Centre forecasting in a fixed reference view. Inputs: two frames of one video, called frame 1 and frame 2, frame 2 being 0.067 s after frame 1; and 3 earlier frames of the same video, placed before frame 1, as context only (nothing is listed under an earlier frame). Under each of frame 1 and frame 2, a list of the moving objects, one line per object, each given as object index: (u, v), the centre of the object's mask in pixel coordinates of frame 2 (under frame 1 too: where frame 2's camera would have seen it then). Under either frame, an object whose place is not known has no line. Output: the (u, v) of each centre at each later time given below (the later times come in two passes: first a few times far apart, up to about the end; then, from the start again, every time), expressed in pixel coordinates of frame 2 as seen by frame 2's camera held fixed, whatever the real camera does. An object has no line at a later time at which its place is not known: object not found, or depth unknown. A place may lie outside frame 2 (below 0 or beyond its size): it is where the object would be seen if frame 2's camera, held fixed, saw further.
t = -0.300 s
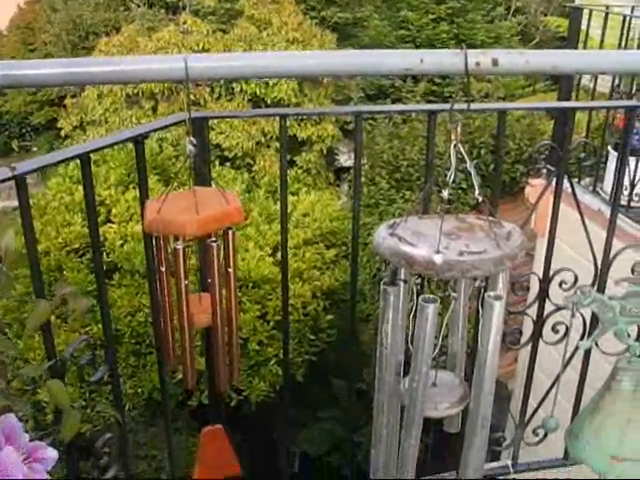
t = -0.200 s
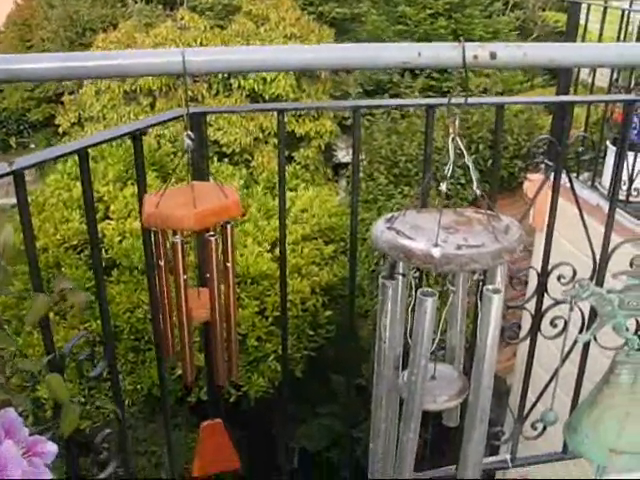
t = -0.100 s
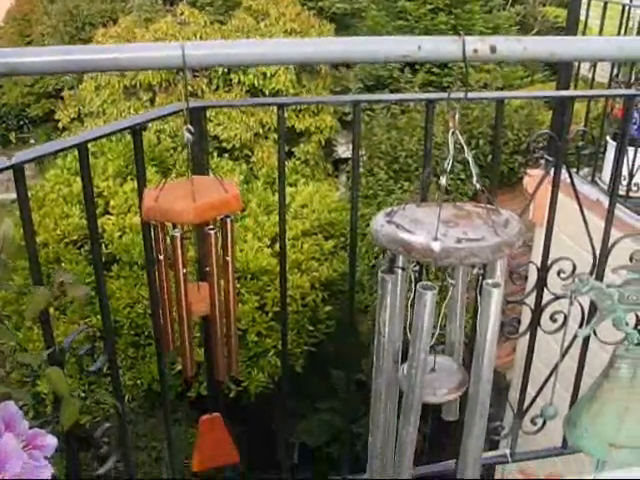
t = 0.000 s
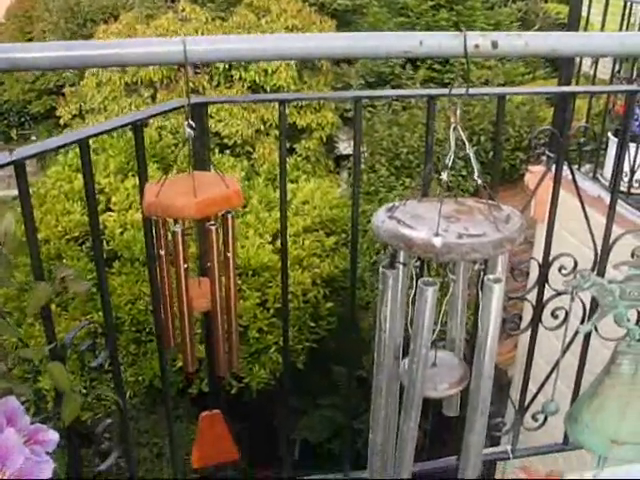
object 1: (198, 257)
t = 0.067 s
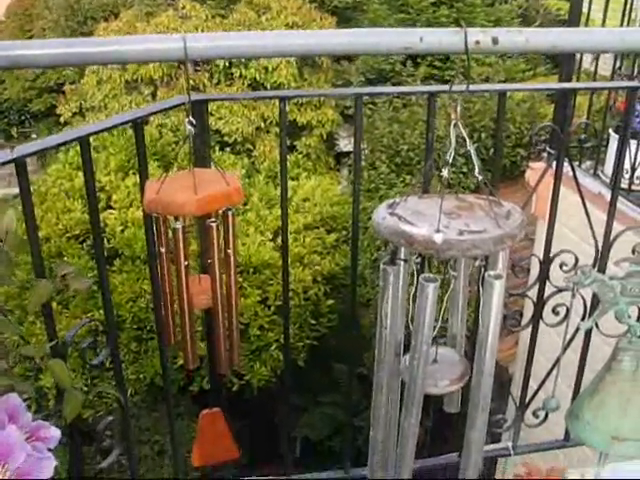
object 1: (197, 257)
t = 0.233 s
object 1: (197, 257)
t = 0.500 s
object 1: (197, 255)
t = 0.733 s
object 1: (198, 254)
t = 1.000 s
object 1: (198, 252)
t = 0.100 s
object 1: (197, 257)
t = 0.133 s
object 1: (197, 257)
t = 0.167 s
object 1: (197, 257)
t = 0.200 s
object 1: (197, 257)
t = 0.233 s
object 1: (197, 257)
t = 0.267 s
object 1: (197, 256)
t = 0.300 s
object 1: (197, 255)
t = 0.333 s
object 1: (197, 256)
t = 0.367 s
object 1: (197, 256)
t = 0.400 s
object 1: (197, 255)
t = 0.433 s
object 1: (197, 255)
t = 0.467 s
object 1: (197, 255)
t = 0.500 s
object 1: (197, 255)
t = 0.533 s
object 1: (197, 255)
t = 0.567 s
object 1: (197, 254)
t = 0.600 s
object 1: (198, 254)
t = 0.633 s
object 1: (198, 254)
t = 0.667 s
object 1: (198, 254)
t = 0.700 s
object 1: (198, 254)
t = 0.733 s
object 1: (198, 254)
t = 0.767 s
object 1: (198, 255)
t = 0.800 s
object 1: (198, 254)
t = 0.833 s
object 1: (198, 254)
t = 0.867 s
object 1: (198, 254)
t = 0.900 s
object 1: (198, 254)
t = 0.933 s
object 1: (198, 254)
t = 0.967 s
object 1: (198, 252)
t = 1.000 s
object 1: (198, 252)
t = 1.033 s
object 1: (198, 252)
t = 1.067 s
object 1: (198, 252)
